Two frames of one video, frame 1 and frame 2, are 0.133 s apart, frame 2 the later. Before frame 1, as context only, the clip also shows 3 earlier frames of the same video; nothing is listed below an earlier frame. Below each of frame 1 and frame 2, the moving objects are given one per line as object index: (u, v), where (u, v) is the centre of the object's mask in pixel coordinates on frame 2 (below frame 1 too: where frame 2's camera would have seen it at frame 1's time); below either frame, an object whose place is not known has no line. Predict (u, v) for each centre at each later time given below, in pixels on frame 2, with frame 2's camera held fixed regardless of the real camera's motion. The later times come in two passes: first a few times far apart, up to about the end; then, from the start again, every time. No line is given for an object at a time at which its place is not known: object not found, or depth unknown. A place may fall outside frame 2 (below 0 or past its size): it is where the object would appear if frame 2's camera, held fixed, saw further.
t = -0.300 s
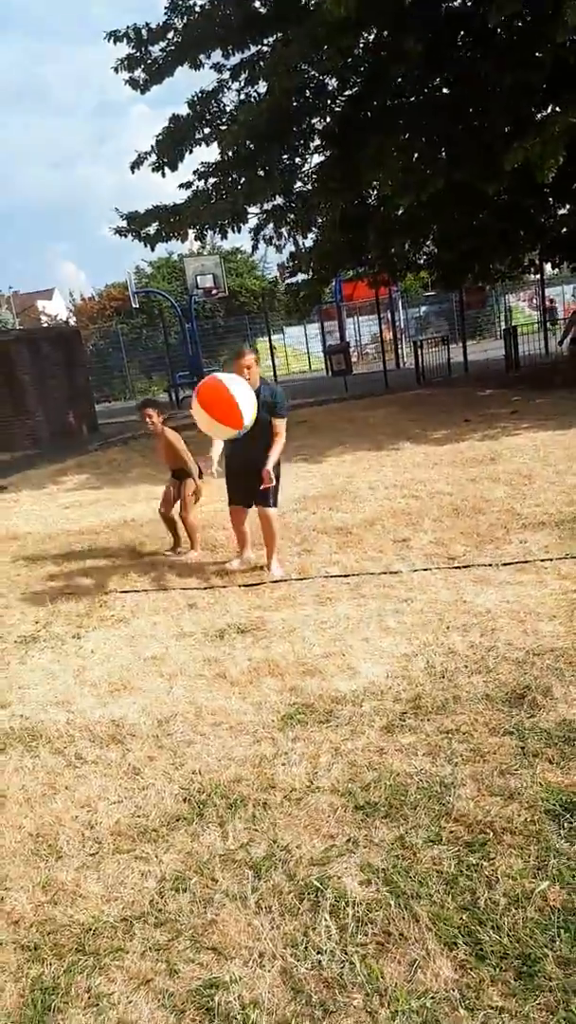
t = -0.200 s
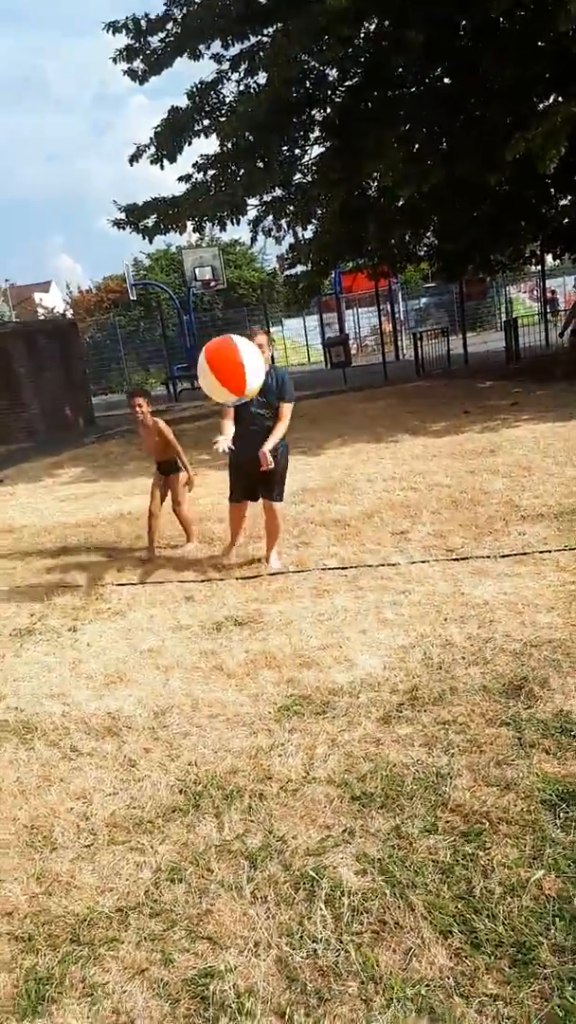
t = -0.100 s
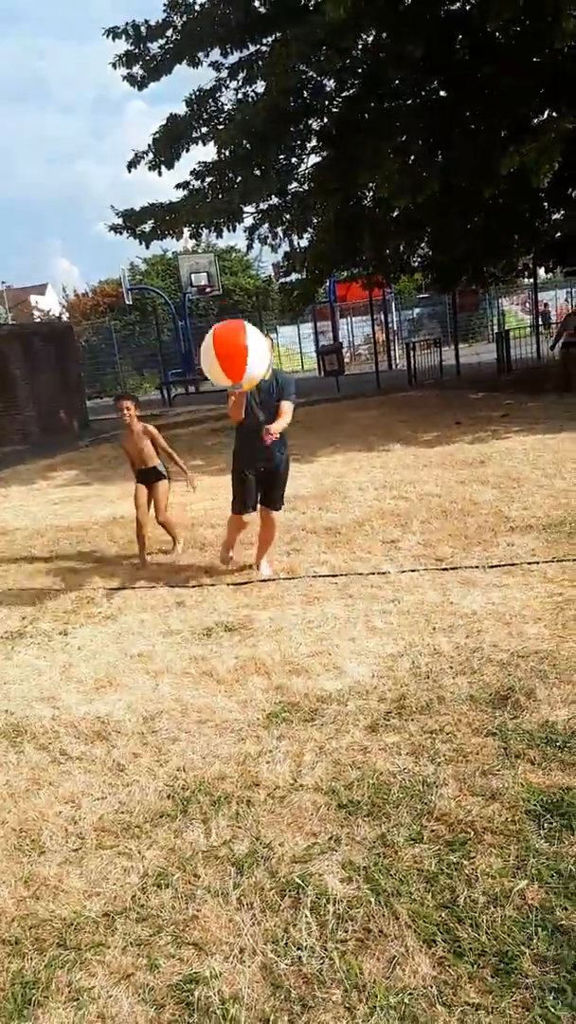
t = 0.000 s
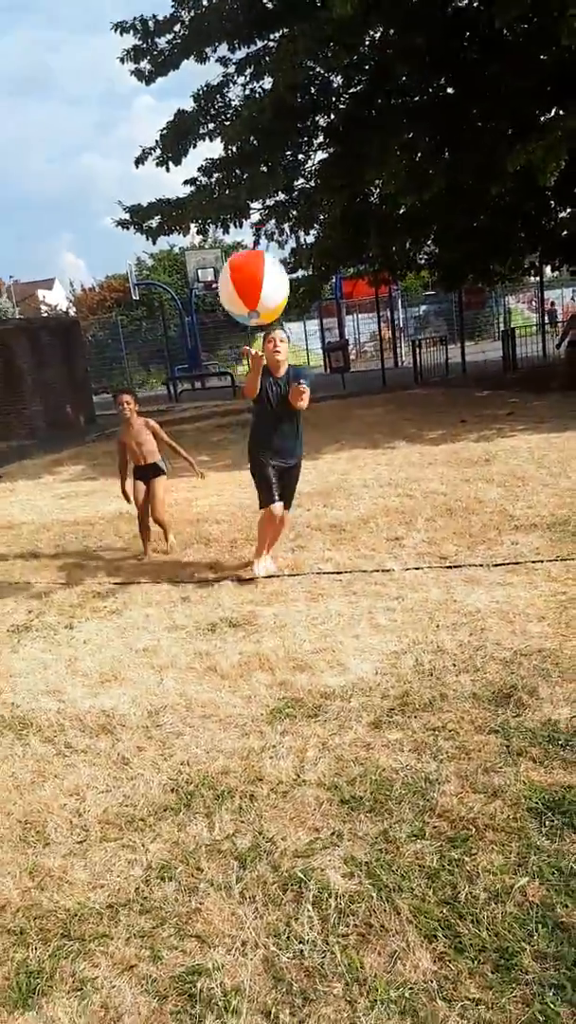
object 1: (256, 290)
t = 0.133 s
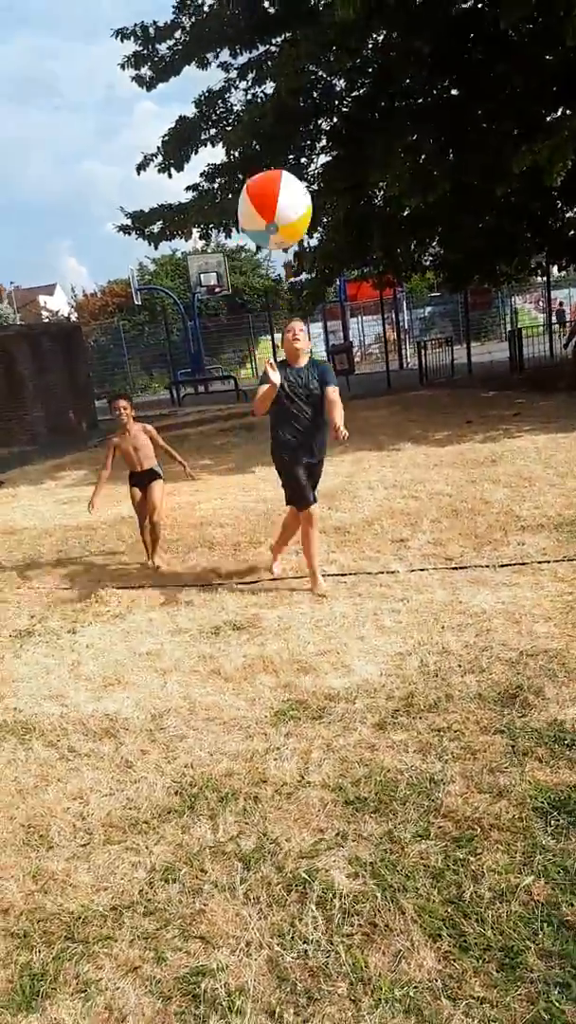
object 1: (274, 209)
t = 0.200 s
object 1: (283, 176)
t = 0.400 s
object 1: (317, 115)
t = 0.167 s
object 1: (279, 192)
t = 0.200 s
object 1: (283, 176)
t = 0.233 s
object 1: (291, 162)
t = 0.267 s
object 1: (297, 148)
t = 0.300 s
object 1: (303, 137)
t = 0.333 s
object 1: (309, 129)
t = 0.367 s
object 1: (312, 121)
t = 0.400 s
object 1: (317, 115)
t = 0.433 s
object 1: (324, 111)
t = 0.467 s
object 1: (331, 107)
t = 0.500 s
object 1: (339, 104)
